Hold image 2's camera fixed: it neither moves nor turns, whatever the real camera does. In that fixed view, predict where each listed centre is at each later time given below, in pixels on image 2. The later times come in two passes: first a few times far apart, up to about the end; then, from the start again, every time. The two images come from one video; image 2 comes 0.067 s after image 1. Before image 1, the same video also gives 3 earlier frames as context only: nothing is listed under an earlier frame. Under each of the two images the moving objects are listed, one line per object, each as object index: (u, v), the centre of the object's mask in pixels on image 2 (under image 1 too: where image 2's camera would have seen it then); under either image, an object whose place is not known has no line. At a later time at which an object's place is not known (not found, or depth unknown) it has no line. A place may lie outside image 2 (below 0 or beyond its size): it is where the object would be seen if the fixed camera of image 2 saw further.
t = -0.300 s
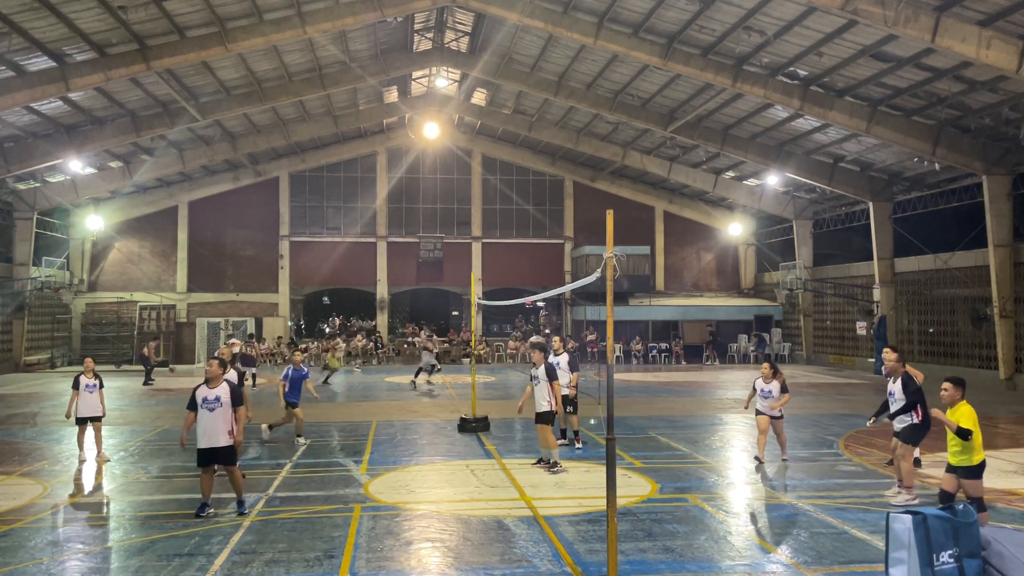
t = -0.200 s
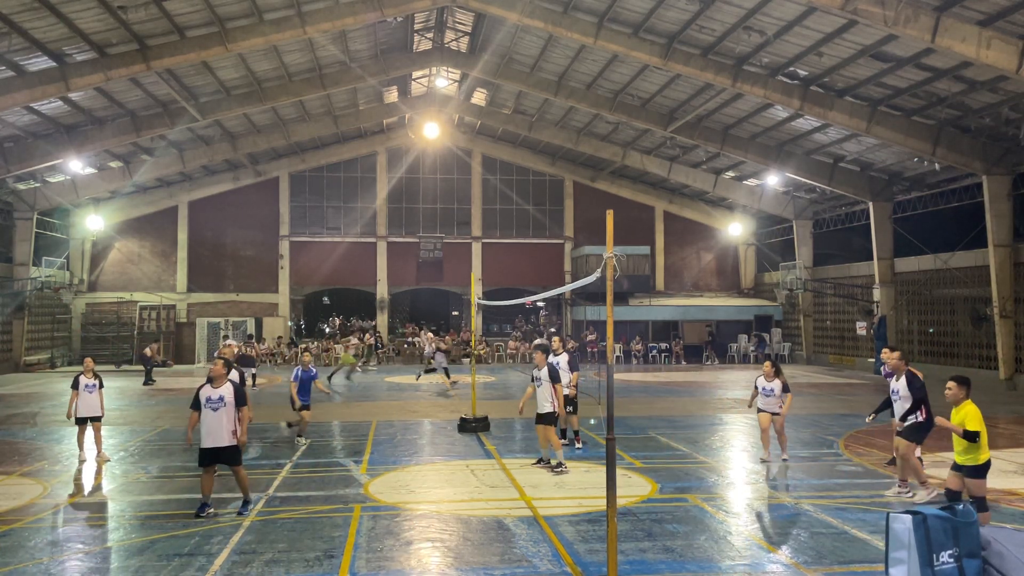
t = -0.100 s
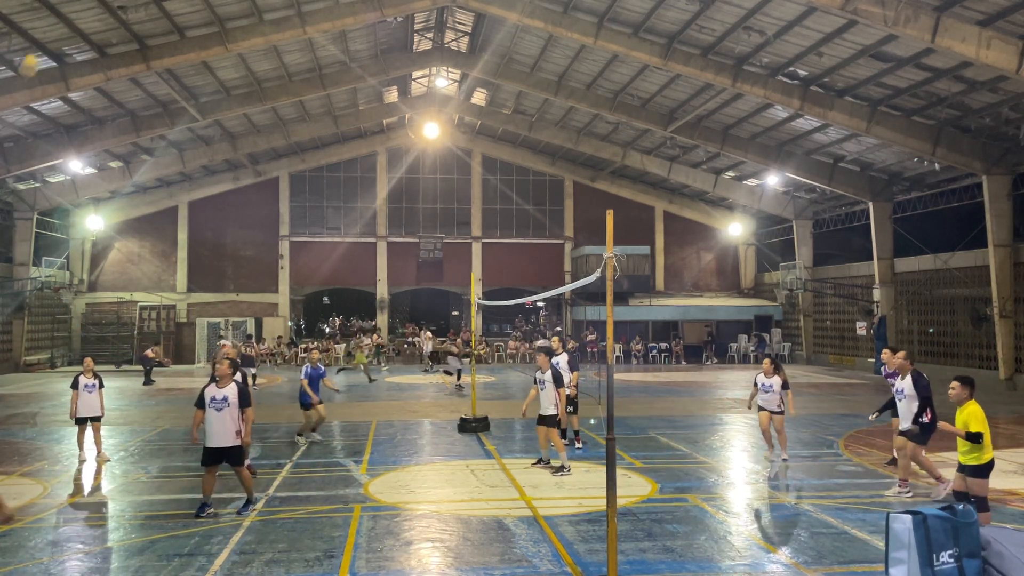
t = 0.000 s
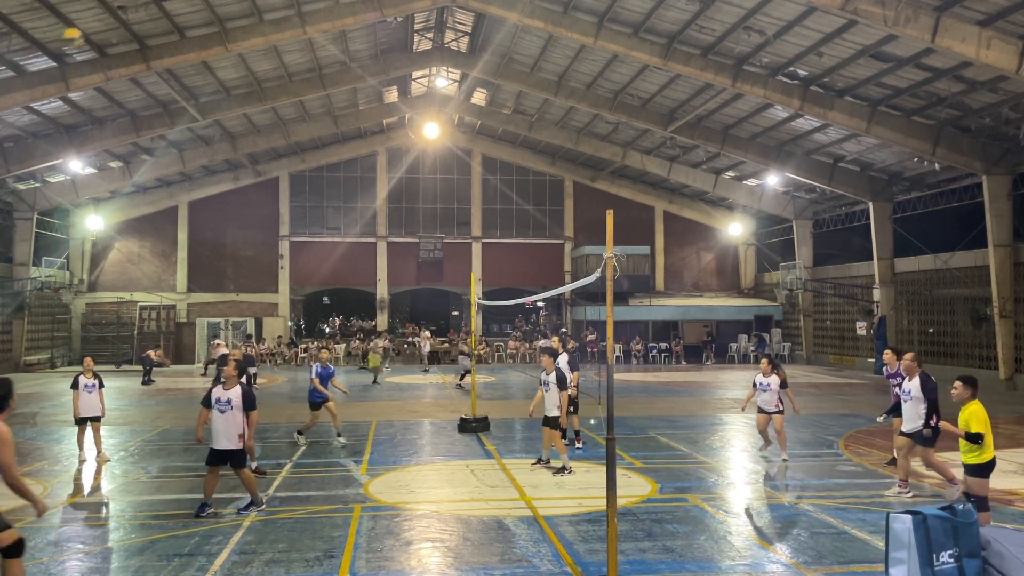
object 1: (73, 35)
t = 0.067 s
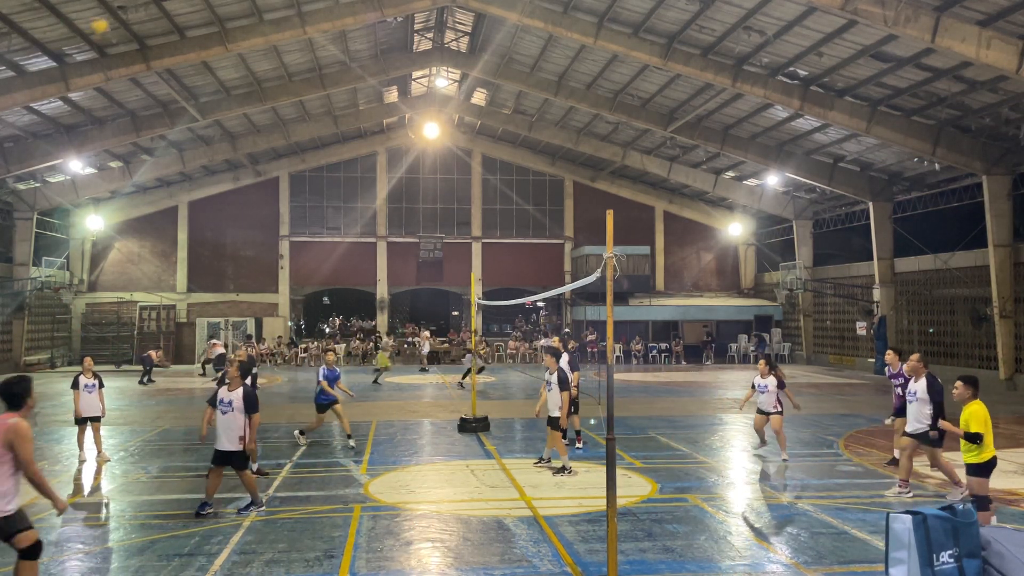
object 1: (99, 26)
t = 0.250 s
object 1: (164, 16)
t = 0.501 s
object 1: (231, 43)
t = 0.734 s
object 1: (280, 99)
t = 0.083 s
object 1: (106, 24)
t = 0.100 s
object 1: (112, 21)
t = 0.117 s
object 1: (119, 20)
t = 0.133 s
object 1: (124, 19)
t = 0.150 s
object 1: (129, 18)
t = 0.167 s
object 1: (135, 17)
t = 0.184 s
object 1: (142, 16)
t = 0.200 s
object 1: (149, 16)
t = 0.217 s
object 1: (154, 16)
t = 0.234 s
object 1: (158, 17)
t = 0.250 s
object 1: (164, 16)
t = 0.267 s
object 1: (169, 17)
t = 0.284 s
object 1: (174, 18)
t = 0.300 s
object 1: (178, 19)
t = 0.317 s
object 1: (183, 20)
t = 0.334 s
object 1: (188, 21)
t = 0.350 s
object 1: (193, 23)
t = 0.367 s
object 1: (197, 23)
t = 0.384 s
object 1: (202, 26)
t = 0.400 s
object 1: (206, 28)
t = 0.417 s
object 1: (210, 31)
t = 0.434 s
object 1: (215, 32)
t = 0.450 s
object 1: (218, 35)
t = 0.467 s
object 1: (223, 38)
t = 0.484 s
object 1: (227, 41)
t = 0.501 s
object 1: (231, 43)
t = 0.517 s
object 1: (235, 46)
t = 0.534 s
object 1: (239, 50)
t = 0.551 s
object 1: (243, 53)
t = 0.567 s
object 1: (247, 56)
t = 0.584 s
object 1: (249, 60)
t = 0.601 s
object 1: (254, 64)
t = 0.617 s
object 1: (257, 69)
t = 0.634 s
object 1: (260, 73)
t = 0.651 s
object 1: (263, 77)
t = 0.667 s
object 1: (267, 81)
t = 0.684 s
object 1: (270, 85)
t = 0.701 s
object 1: (274, 90)
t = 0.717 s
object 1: (277, 94)
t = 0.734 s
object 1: (280, 99)
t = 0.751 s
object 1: (283, 104)
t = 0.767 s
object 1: (287, 109)
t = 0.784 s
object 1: (290, 114)
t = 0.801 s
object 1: (293, 120)
